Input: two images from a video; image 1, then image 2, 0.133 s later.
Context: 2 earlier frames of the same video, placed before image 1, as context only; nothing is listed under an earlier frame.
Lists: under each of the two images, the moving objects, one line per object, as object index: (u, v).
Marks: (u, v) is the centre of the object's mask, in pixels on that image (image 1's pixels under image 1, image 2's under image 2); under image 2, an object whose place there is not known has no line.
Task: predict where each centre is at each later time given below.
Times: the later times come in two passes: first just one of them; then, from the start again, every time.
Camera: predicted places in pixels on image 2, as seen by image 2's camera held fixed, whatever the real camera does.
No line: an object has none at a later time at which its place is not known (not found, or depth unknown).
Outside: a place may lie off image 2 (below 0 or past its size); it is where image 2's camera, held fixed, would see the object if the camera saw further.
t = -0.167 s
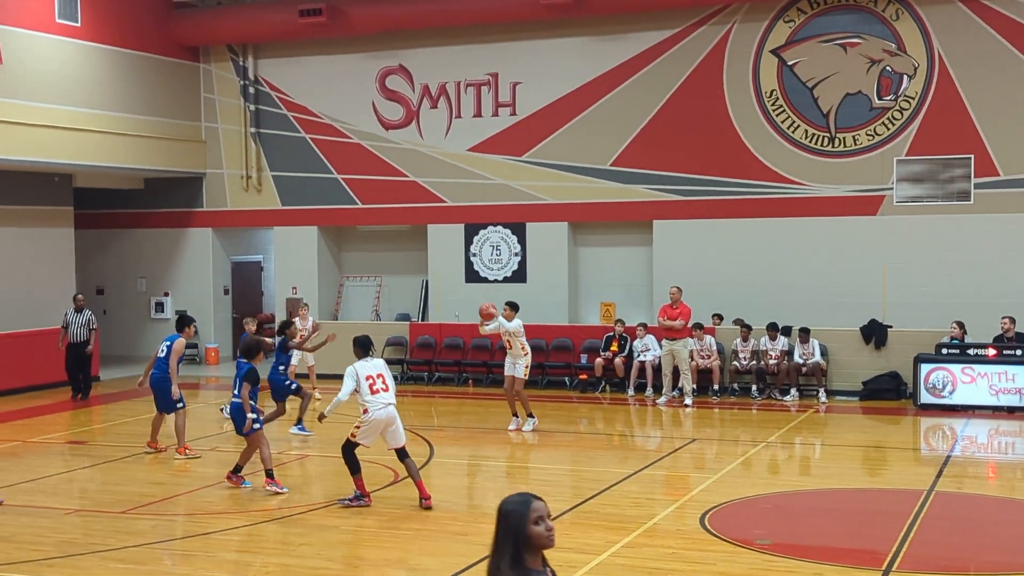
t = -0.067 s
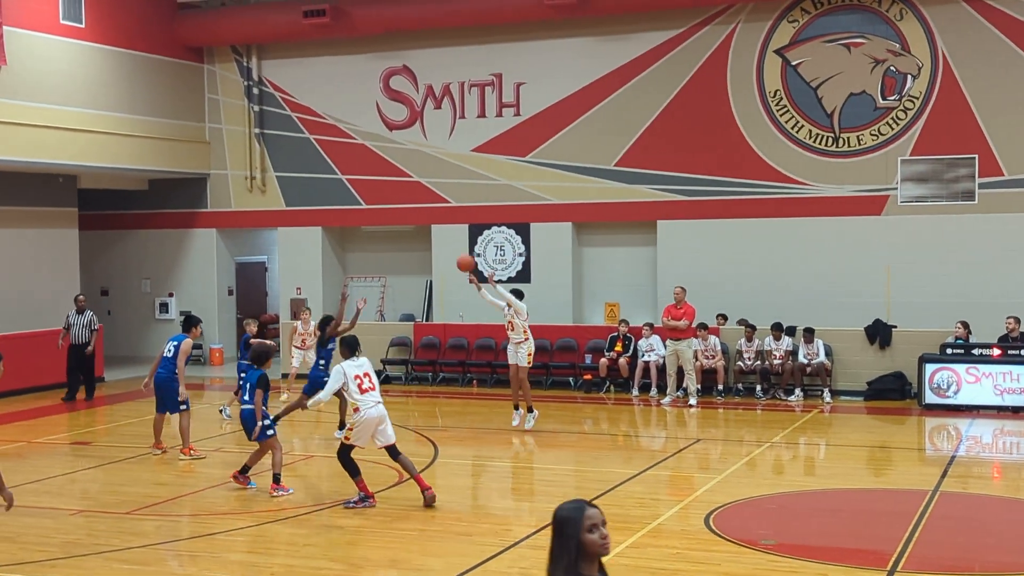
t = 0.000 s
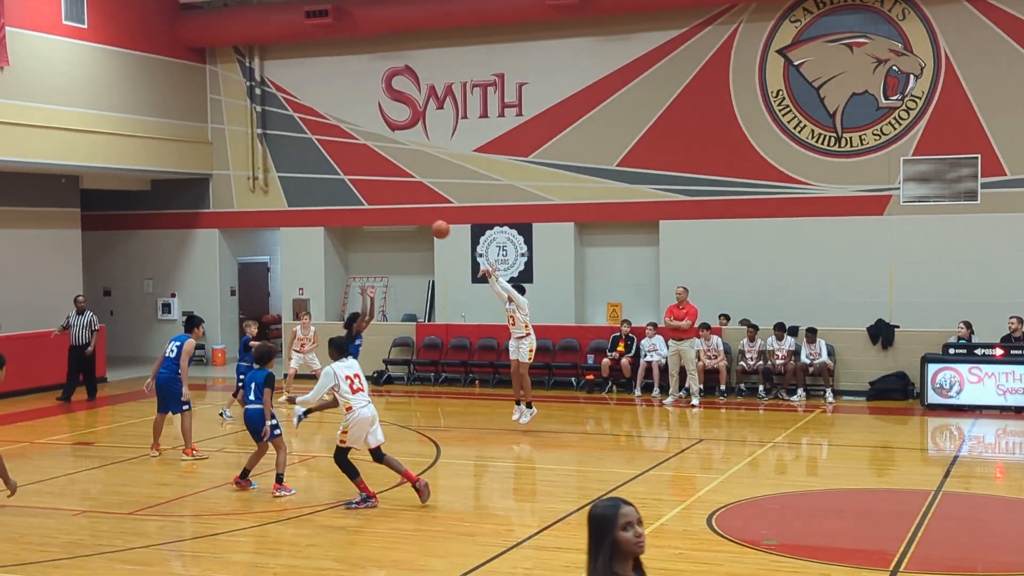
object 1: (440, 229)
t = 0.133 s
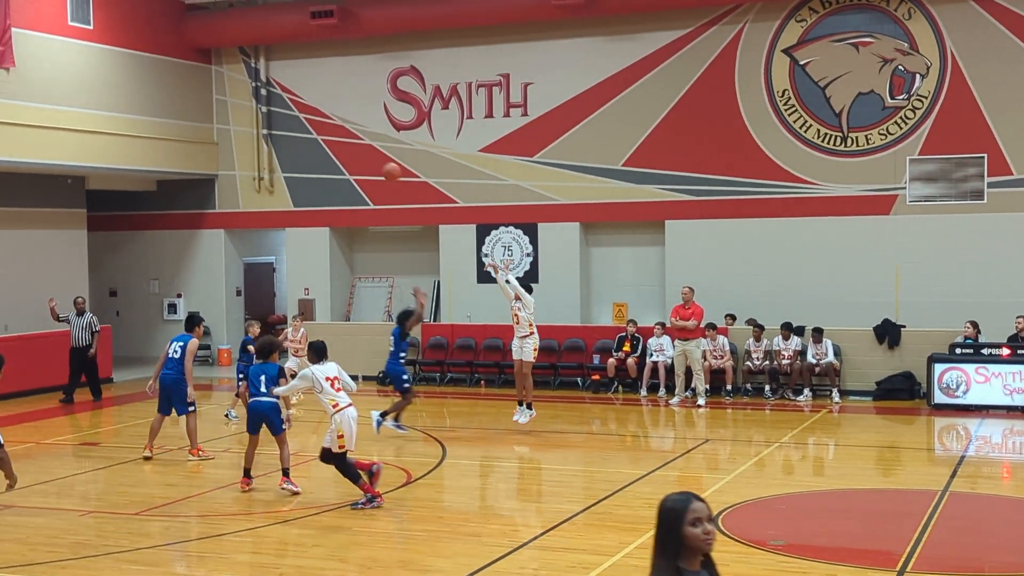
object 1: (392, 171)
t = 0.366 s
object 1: (294, 101)
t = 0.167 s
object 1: (378, 158)
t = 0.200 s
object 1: (365, 147)
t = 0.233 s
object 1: (350, 135)
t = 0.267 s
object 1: (337, 125)
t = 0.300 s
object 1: (322, 115)
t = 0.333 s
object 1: (308, 107)
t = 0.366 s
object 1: (294, 101)
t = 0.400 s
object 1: (280, 94)
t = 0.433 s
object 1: (266, 88)
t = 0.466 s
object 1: (252, 83)
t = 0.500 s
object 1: (237, 78)
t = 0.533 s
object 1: (223, 75)
